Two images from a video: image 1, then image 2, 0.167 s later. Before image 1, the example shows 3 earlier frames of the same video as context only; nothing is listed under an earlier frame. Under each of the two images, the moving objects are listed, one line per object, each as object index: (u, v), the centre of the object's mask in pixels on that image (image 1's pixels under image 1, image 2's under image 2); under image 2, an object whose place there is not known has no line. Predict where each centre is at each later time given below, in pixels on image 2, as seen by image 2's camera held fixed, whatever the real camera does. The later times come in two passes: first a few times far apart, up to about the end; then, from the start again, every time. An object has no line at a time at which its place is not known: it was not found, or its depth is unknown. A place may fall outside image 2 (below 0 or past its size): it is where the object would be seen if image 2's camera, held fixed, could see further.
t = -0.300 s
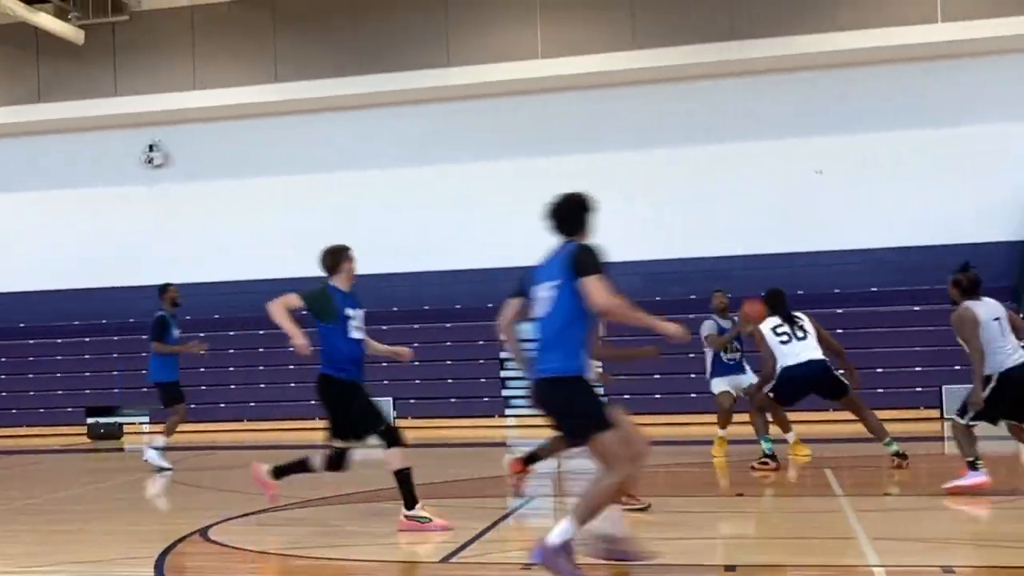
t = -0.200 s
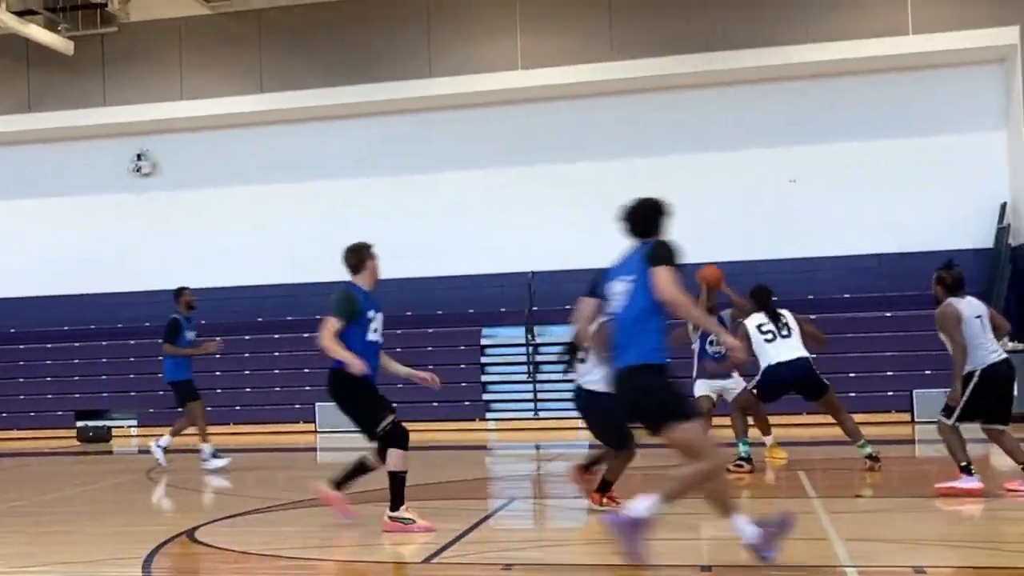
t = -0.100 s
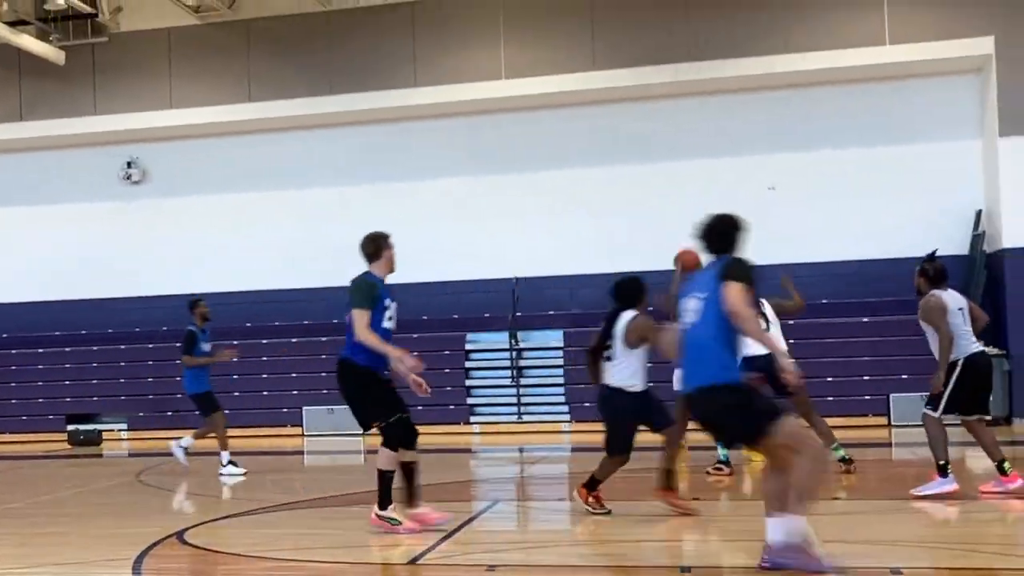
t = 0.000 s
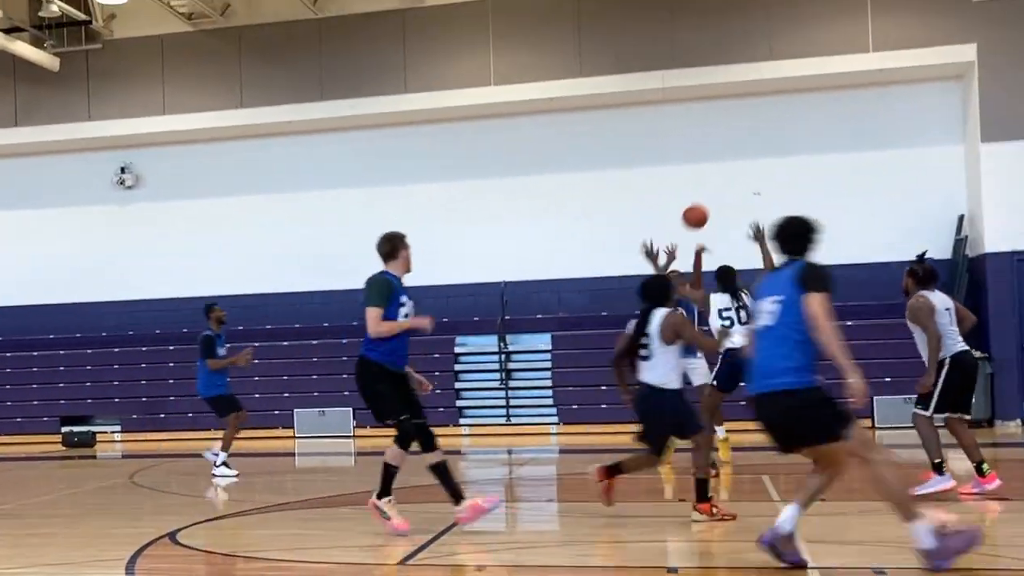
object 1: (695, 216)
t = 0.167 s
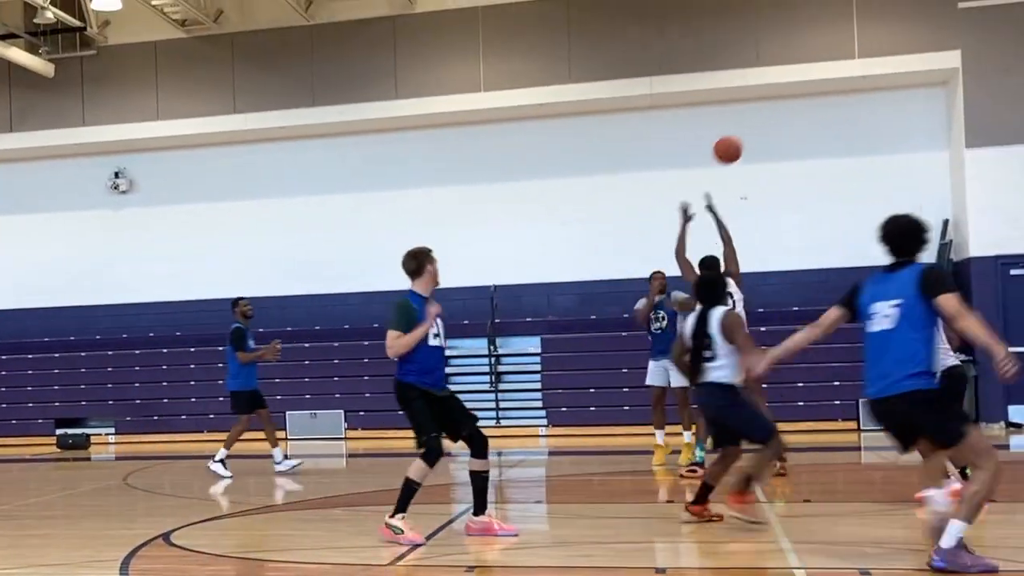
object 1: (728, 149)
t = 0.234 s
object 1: (748, 126)
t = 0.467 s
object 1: (841, 73)
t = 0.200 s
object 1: (738, 137)
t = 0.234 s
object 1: (748, 126)
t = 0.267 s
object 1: (759, 115)
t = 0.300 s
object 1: (771, 105)
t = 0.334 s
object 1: (784, 97)
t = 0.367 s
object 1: (797, 89)
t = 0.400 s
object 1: (810, 83)
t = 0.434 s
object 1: (826, 78)
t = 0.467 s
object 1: (841, 73)
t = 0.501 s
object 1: (858, 70)
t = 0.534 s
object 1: (876, 69)
